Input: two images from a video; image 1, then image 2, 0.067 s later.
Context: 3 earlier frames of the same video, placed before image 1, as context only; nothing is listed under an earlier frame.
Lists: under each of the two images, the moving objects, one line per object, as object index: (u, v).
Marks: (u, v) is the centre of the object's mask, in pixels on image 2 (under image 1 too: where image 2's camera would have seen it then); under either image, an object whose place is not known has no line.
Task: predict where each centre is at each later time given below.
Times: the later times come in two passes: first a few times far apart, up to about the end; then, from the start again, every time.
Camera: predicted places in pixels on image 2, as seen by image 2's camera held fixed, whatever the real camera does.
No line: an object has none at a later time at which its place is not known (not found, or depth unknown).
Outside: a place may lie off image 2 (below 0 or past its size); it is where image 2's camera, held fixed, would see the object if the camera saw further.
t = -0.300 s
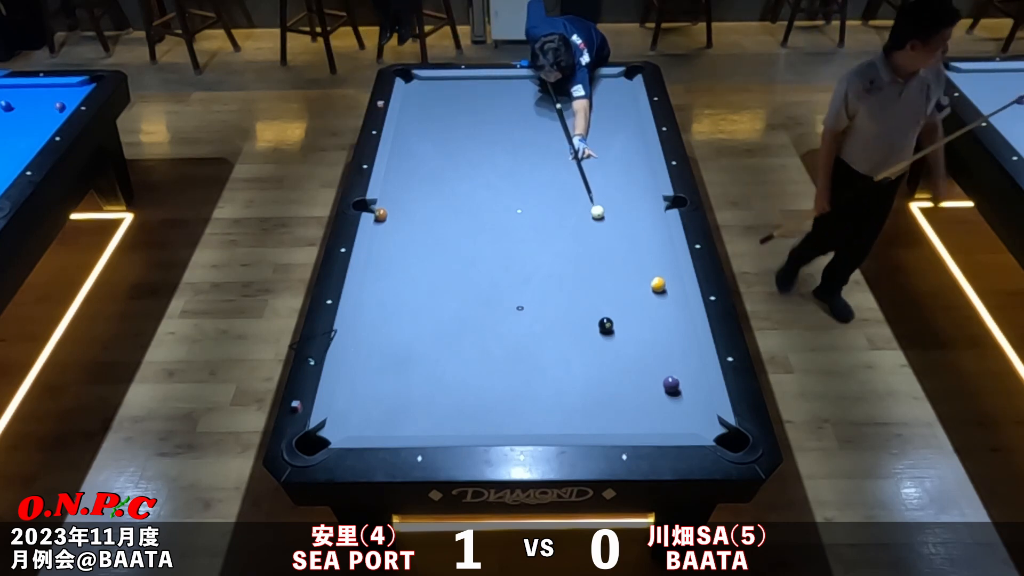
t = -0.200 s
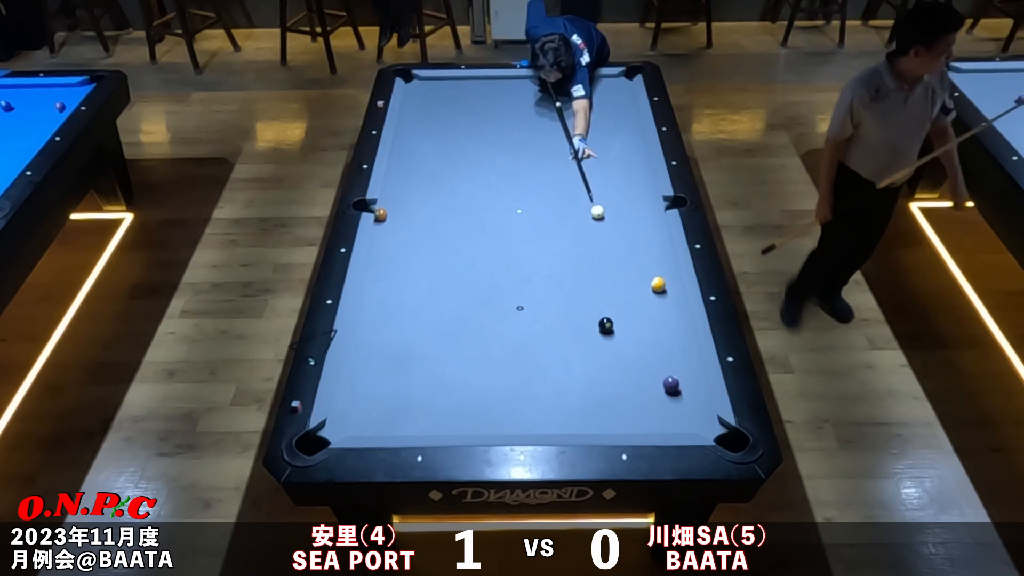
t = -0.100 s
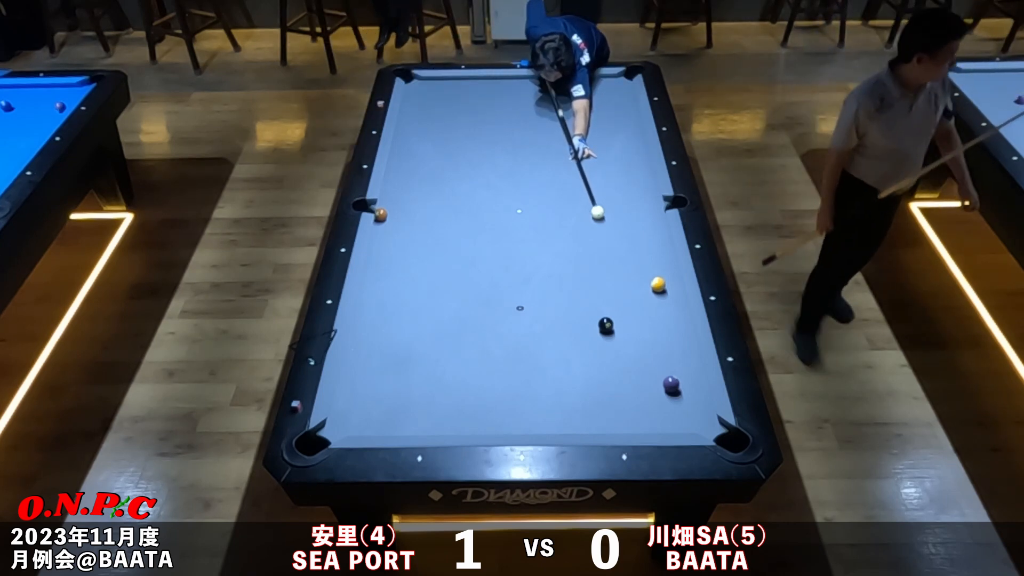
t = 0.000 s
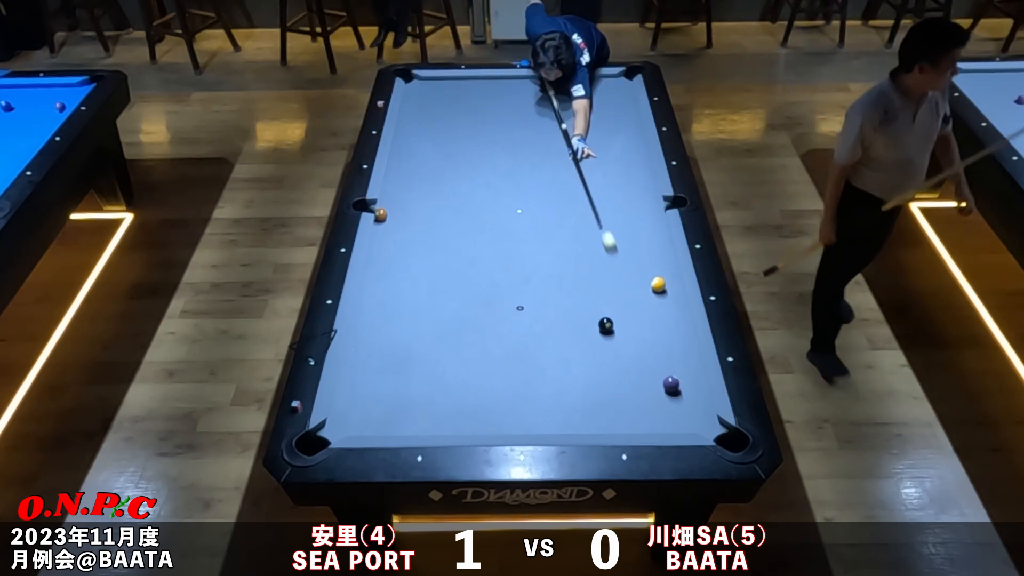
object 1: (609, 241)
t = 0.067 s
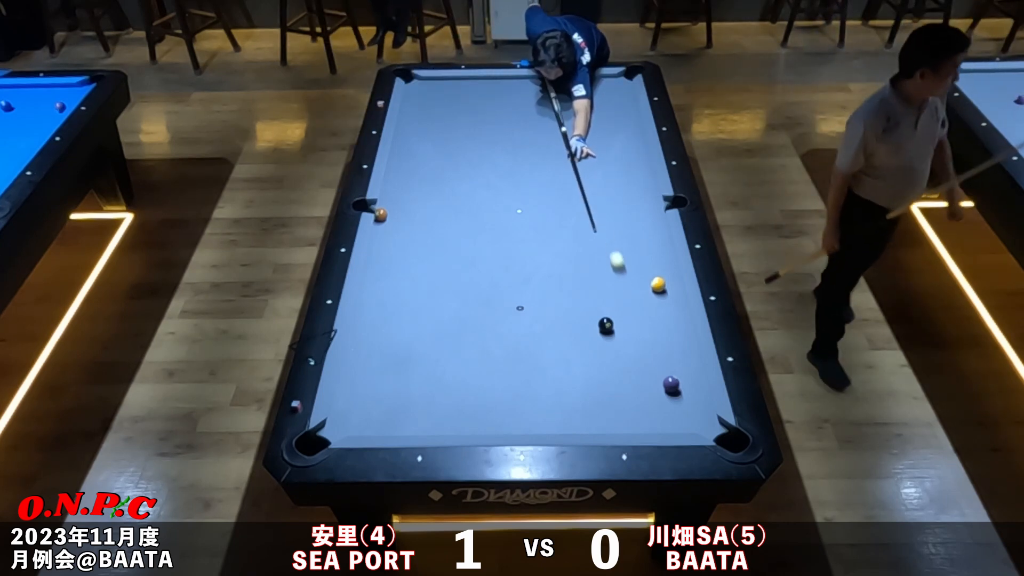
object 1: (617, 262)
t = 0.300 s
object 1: (646, 331)
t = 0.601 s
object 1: (654, 390)
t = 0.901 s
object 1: (647, 425)
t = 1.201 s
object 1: (638, 411)
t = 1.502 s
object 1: (630, 393)
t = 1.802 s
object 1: (622, 378)
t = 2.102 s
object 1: (617, 364)
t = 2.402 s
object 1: (611, 353)
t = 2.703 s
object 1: (607, 344)
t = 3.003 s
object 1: (603, 337)
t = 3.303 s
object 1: (600, 335)
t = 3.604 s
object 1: (599, 334)
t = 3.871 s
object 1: (599, 334)
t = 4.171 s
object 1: (599, 334)
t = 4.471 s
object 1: (599, 334)
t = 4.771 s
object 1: (599, 334)
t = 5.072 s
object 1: (599, 334)
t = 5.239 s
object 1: (599, 334)
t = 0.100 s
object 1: (621, 271)
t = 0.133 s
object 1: (625, 280)
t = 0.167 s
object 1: (628, 289)
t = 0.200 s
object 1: (633, 300)
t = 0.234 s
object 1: (637, 310)
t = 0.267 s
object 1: (641, 321)
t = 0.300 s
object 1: (646, 331)
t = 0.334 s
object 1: (650, 342)
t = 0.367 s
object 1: (655, 354)
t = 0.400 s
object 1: (660, 365)
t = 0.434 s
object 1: (661, 374)
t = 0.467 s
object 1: (659, 376)
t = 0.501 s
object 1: (658, 379)
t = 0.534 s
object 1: (656, 381)
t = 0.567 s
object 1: (655, 385)
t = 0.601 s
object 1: (654, 390)
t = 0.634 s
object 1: (654, 394)
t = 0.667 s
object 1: (653, 398)
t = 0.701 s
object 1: (652, 402)
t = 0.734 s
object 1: (651, 406)
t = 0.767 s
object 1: (650, 410)
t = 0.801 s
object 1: (650, 414)
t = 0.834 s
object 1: (649, 419)
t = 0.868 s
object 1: (648, 422)
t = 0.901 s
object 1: (647, 425)
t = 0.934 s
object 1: (646, 426)
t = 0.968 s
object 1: (645, 424)
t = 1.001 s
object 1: (644, 423)
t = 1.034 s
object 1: (643, 421)
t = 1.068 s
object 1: (642, 420)
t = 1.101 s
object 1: (641, 417)
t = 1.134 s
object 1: (640, 415)
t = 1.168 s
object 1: (639, 413)
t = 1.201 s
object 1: (638, 411)
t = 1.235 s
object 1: (637, 409)
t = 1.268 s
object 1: (636, 406)
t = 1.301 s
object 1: (635, 405)
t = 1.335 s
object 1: (634, 402)
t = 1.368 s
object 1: (634, 400)
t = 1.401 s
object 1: (633, 398)
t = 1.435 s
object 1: (632, 396)
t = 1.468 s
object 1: (631, 395)
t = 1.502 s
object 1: (630, 393)
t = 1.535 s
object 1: (629, 391)
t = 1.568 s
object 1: (628, 389)
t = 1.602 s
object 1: (627, 387)
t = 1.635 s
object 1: (627, 386)
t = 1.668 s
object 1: (626, 384)
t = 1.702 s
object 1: (625, 382)
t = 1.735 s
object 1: (624, 381)
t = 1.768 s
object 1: (623, 379)
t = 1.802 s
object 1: (622, 378)
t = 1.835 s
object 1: (622, 376)
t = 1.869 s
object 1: (621, 374)
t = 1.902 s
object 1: (621, 373)
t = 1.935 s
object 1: (620, 371)
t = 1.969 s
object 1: (619, 370)
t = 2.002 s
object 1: (618, 368)
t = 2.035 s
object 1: (618, 367)
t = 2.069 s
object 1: (617, 366)
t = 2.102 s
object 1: (617, 364)
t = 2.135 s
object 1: (616, 363)
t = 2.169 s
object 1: (615, 361)
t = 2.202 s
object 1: (615, 360)
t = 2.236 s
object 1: (614, 359)
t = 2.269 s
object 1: (613, 358)
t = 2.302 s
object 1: (613, 356)
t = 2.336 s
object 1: (612, 355)
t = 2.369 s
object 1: (612, 354)
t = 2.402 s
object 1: (611, 353)
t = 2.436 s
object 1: (611, 352)
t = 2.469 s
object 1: (610, 351)
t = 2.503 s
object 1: (610, 350)
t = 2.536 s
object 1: (609, 349)
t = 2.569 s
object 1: (609, 348)
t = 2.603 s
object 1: (608, 347)
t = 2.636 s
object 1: (608, 346)
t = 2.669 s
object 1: (607, 345)
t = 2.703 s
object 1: (607, 344)
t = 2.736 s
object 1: (606, 343)
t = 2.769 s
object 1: (606, 342)
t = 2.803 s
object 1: (605, 342)
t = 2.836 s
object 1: (605, 341)
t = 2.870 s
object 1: (605, 340)
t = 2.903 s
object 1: (604, 339)
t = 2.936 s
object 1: (604, 338)
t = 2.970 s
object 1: (603, 338)
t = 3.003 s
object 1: (603, 337)
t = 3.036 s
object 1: (603, 337)
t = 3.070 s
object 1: (602, 336)
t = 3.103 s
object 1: (602, 336)
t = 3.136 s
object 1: (601, 336)
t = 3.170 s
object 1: (601, 336)
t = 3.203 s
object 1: (601, 335)
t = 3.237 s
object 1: (600, 335)
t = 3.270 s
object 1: (600, 335)
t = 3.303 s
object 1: (600, 335)
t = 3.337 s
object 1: (600, 335)
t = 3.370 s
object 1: (599, 335)
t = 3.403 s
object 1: (599, 335)
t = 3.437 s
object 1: (599, 334)
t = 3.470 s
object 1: (599, 334)
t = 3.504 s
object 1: (599, 334)
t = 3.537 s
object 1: (599, 334)
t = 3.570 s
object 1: (599, 334)
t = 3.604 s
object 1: (599, 334)
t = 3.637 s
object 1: (599, 334)
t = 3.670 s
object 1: (599, 334)
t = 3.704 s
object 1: (599, 334)
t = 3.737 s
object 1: (599, 334)
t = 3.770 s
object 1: (599, 334)
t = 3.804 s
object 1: (599, 334)
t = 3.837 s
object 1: (599, 334)
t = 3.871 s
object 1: (599, 334)
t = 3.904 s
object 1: (599, 334)
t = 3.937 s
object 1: (599, 334)
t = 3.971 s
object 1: (599, 334)
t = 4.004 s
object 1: (599, 334)
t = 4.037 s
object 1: (599, 334)
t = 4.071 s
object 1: (599, 334)
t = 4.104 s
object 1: (599, 334)
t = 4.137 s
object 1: (599, 334)
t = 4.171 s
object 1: (599, 334)
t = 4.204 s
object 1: (599, 334)
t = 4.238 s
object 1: (599, 334)
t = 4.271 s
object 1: (599, 334)
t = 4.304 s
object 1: (599, 334)
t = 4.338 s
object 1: (599, 334)
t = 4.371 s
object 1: (599, 334)
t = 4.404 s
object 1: (599, 334)
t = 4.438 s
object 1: (599, 334)
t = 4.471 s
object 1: (599, 334)
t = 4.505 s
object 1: (599, 334)
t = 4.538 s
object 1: (599, 334)
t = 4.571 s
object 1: (599, 334)
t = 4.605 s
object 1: (599, 334)
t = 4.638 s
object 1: (599, 334)
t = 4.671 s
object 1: (599, 334)
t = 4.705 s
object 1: (599, 334)
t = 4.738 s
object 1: (599, 334)
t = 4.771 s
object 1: (599, 334)
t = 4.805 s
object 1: (599, 334)
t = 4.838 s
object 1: (599, 334)
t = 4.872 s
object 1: (599, 334)
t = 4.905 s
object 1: (599, 334)
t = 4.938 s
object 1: (599, 334)
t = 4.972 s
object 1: (599, 334)
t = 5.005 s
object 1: (599, 334)
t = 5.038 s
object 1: (599, 334)
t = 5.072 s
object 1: (599, 334)
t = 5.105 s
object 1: (599, 334)
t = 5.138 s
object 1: (599, 334)
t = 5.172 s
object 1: (599, 334)
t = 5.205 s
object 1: (599, 334)
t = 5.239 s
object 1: (599, 334)
